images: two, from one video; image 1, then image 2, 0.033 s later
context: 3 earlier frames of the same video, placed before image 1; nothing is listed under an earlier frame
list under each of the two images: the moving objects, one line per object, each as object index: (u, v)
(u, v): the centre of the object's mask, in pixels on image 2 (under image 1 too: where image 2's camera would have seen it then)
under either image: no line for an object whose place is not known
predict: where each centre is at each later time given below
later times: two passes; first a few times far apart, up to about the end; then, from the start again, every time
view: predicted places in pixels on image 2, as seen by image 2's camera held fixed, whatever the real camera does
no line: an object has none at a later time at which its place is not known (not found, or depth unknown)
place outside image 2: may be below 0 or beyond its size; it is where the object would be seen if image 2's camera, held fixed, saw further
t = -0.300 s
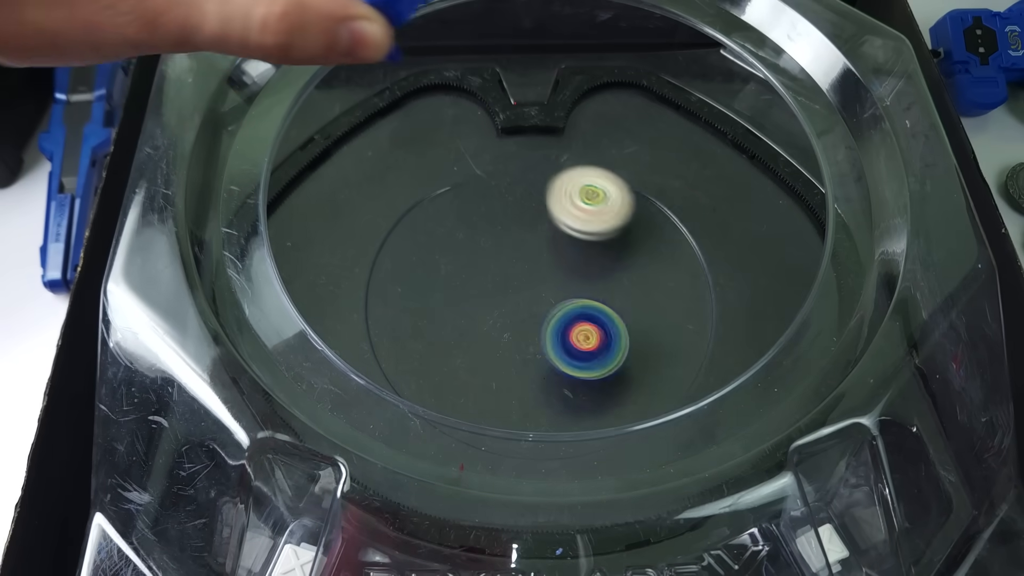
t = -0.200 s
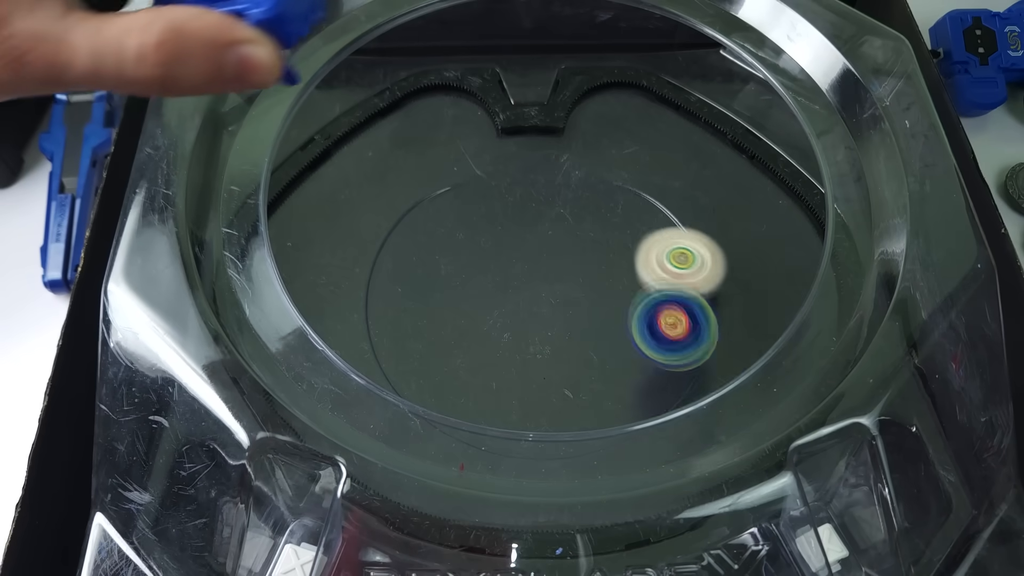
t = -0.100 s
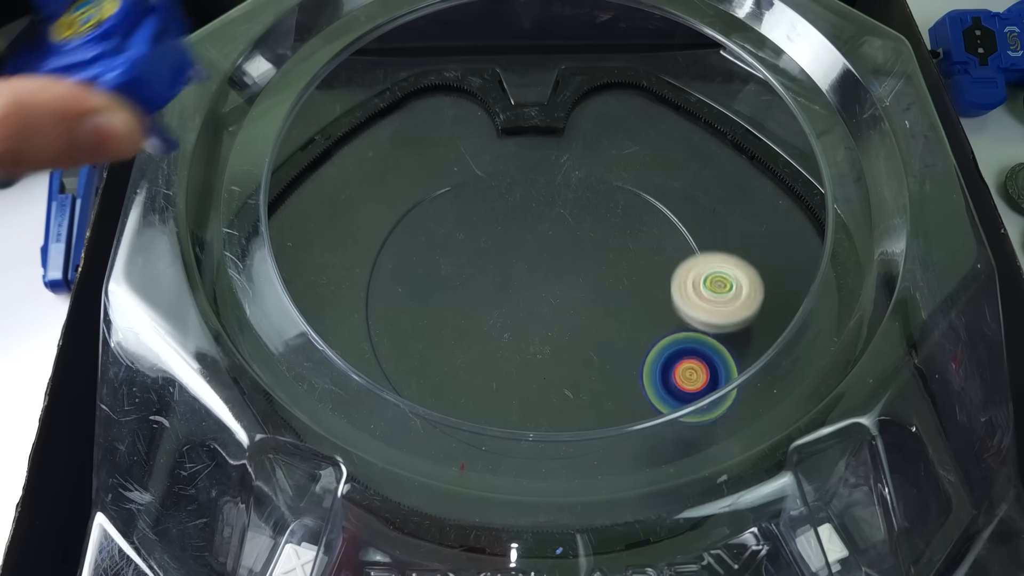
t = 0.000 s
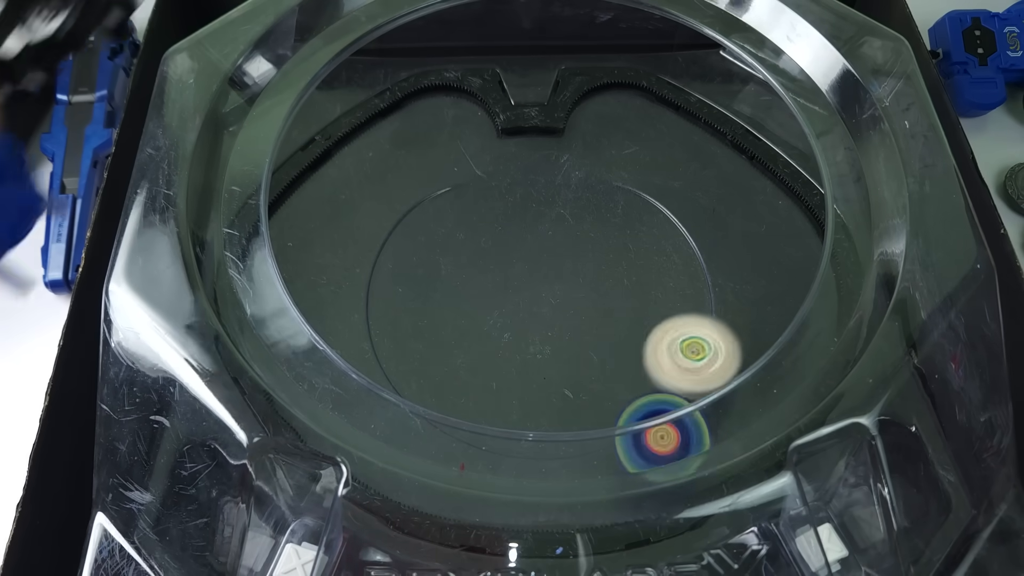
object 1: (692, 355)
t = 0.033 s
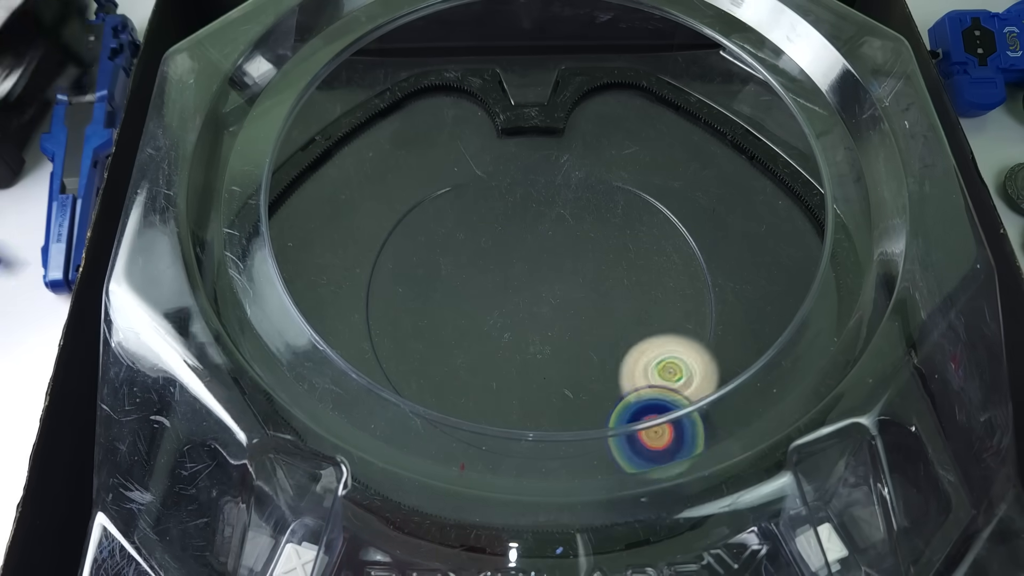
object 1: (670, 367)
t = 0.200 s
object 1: (516, 378)
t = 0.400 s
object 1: (464, 209)
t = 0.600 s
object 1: (544, 143)
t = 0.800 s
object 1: (525, 240)
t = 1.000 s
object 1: (506, 249)
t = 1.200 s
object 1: (534, 209)
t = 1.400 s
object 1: (561, 298)
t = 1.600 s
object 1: (434, 313)
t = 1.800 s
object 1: (429, 198)
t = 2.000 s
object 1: (603, 208)
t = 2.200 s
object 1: (680, 357)
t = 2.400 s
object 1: (682, 212)
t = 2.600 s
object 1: (451, 194)
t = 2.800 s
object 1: (613, 159)
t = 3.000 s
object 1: (694, 127)
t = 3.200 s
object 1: (716, 151)
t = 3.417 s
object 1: (729, 163)
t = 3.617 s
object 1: (681, 187)
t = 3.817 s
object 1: (595, 71)
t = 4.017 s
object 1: (672, 151)
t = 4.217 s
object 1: (789, 204)
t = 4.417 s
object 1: (804, 234)
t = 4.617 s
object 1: (769, 270)
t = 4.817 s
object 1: (703, 311)
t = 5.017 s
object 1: (625, 359)
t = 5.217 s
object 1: (547, 382)
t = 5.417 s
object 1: (469, 383)
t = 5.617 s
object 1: (403, 356)
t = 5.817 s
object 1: (400, 299)
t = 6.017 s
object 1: (454, 256)
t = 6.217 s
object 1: (516, 227)
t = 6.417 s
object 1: (580, 208)
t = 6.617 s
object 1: (642, 208)
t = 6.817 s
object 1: (668, 253)
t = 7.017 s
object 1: (625, 303)
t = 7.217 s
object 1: (561, 333)
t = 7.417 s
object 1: (494, 346)
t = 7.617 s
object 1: (432, 329)
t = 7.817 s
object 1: (437, 283)
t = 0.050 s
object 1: (658, 374)
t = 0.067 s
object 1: (645, 380)
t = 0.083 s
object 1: (631, 388)
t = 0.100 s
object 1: (617, 392)
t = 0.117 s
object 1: (603, 394)
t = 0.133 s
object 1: (585, 394)
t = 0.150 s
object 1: (566, 393)
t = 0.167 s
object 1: (547, 389)
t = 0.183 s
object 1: (531, 385)
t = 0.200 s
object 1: (516, 378)
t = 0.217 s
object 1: (503, 368)
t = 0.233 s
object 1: (490, 357)
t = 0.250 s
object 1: (478, 344)
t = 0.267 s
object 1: (470, 330)
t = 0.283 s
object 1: (462, 314)
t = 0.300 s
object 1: (457, 299)
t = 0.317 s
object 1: (455, 283)
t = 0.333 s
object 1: (455, 268)
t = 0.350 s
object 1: (457, 253)
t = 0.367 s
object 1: (460, 239)
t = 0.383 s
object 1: (465, 224)
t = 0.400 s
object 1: (464, 209)
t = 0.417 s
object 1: (464, 193)
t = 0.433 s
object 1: (464, 179)
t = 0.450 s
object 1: (467, 165)
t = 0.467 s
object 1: (471, 154)
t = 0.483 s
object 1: (477, 142)
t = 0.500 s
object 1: (483, 132)
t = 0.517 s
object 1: (491, 123)
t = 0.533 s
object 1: (500, 121)
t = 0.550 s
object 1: (511, 126)
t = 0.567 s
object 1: (521, 134)
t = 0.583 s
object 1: (533, 139)
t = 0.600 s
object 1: (544, 143)
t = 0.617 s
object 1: (555, 149)
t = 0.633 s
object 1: (551, 156)
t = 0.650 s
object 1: (545, 166)
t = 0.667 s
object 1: (540, 174)
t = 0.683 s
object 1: (536, 184)
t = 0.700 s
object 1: (532, 193)
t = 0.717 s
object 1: (530, 201)
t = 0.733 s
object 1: (527, 211)
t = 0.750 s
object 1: (526, 219)
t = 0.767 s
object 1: (525, 226)
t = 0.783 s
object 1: (525, 234)
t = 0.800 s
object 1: (525, 240)
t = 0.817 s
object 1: (525, 246)
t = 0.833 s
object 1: (524, 251)
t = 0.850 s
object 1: (524, 254)
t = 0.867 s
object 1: (523, 258)
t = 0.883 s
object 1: (522, 259)
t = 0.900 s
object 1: (521, 260)
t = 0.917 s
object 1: (519, 260)
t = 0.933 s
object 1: (517, 259)
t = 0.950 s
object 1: (514, 258)
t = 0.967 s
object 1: (512, 256)
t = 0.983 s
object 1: (509, 253)
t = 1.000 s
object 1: (506, 249)
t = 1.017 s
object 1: (503, 246)
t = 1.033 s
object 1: (501, 242)
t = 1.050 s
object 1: (500, 237)
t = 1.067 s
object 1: (500, 233)
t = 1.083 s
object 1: (501, 228)
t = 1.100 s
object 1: (502, 223)
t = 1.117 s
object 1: (505, 219)
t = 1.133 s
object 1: (510, 214)
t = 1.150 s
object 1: (515, 211)
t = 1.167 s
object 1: (520, 209)
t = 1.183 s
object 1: (527, 209)
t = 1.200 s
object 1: (534, 209)
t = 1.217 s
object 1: (541, 211)
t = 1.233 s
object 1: (548, 214)
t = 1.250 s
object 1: (555, 219)
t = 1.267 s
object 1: (560, 225)
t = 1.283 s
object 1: (566, 233)
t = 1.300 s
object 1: (569, 241)
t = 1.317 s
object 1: (572, 250)
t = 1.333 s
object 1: (572, 261)
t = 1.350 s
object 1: (571, 271)
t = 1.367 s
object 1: (569, 280)
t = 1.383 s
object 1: (566, 290)
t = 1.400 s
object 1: (561, 298)
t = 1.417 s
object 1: (555, 305)
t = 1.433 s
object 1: (548, 312)
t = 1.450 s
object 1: (538, 318)
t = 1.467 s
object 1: (529, 322)
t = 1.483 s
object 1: (518, 326)
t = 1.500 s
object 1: (506, 328)
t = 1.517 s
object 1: (494, 329)
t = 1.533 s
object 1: (481, 329)
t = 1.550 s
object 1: (469, 327)
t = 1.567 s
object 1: (457, 323)
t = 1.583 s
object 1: (445, 318)
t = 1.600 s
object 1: (434, 313)
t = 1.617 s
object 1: (425, 306)
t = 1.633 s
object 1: (418, 298)
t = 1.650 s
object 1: (412, 289)
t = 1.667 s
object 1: (407, 280)
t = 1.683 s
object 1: (403, 269)
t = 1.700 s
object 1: (401, 258)
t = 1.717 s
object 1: (401, 248)
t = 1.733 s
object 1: (403, 237)
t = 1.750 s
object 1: (407, 226)
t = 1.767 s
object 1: (412, 216)
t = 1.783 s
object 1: (420, 207)
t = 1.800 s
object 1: (429, 198)
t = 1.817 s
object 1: (440, 191)
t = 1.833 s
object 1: (453, 185)
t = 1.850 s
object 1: (466, 180)
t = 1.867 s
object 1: (480, 177)
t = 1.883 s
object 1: (496, 175)
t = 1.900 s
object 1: (512, 175)
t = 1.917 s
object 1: (528, 176)
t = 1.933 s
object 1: (544, 179)
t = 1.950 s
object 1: (560, 184)
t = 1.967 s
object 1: (575, 191)
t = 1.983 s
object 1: (590, 199)
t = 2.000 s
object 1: (603, 208)
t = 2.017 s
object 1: (616, 219)
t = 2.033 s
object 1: (627, 231)
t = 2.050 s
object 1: (638, 243)
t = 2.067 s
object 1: (646, 257)
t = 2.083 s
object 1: (652, 272)
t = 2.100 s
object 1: (657, 286)
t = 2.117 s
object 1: (659, 301)
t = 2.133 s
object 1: (660, 316)
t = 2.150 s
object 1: (658, 331)
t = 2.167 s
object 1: (655, 347)
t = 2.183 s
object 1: (651, 362)
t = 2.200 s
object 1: (680, 357)
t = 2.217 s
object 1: (727, 331)
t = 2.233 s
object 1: (773, 308)
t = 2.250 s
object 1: (814, 289)
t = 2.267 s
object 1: (860, 271)
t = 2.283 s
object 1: (868, 253)
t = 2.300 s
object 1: (845, 244)
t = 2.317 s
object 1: (813, 239)
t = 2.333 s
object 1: (781, 237)
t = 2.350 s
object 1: (756, 232)
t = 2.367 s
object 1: (732, 223)
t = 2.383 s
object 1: (707, 216)
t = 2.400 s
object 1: (682, 212)
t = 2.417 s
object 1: (658, 211)
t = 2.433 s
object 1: (633, 209)
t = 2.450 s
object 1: (610, 205)
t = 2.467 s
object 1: (587, 203)
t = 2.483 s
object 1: (566, 201)
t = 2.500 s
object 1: (546, 200)
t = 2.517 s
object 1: (526, 198)
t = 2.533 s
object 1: (508, 197)
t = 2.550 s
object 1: (491, 196)
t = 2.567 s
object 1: (475, 195)
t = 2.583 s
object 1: (462, 194)
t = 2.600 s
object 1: (451, 194)
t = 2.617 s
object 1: (455, 193)
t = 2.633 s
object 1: (474, 190)
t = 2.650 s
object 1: (493, 186)
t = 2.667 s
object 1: (510, 182)
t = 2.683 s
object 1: (527, 178)
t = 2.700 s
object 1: (542, 175)
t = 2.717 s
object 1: (557, 171)
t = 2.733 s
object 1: (570, 169)
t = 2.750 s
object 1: (582, 166)
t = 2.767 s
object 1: (593, 163)
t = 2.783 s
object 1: (604, 161)
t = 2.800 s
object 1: (613, 159)
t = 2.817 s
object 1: (622, 159)
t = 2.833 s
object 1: (630, 158)
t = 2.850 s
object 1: (638, 156)
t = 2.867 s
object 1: (645, 154)
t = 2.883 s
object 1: (652, 152)
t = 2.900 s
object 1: (659, 149)
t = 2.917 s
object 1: (665, 145)
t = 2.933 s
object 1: (671, 142)
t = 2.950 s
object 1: (676, 138)
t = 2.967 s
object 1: (683, 135)
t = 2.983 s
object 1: (688, 131)
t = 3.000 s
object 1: (694, 127)
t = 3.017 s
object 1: (700, 123)
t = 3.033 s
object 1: (706, 120)
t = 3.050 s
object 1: (712, 117)
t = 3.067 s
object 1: (713, 119)
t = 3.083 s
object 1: (713, 126)
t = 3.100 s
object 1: (713, 132)
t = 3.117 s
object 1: (713, 137)
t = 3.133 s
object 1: (713, 142)
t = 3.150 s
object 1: (714, 145)
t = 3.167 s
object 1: (714, 148)
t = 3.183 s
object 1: (715, 149)
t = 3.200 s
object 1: (716, 151)
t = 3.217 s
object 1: (718, 151)
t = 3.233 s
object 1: (720, 150)
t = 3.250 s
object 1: (722, 150)
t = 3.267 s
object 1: (725, 150)
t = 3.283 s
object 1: (727, 151)
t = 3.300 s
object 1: (728, 151)
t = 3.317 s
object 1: (730, 153)
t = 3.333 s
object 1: (731, 154)
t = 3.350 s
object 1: (731, 155)
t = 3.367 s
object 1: (732, 157)
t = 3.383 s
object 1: (731, 158)
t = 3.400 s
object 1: (730, 160)
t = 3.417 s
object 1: (729, 163)
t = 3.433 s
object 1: (727, 165)
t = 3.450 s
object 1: (725, 168)
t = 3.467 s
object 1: (722, 170)
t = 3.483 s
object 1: (719, 173)
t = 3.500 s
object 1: (716, 176)
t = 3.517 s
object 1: (713, 179)
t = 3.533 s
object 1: (709, 182)
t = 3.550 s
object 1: (705, 185)
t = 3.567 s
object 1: (701, 188)
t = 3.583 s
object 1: (696, 192)
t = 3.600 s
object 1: (691, 195)
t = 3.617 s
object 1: (681, 187)
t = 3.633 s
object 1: (664, 157)
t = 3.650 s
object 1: (648, 127)
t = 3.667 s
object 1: (633, 99)
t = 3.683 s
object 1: (621, 74)
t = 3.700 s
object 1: (615, 59)
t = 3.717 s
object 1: (613, 52)
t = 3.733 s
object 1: (610, 49)
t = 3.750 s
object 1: (607, 49)
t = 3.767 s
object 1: (604, 52)
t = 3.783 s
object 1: (601, 59)
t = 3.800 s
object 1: (597, 68)
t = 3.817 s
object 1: (595, 71)
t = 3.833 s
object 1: (593, 71)
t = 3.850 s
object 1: (591, 73)
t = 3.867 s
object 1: (590, 79)
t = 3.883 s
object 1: (587, 87)
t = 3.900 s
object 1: (587, 91)
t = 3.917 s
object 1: (586, 96)
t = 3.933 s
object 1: (586, 103)
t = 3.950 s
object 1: (597, 109)
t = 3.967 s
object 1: (617, 117)
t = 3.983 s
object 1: (635, 126)
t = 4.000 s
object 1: (653, 138)
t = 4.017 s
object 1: (672, 151)
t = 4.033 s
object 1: (688, 154)
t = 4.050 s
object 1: (704, 159)
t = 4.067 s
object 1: (719, 166)
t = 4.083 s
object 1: (733, 176)
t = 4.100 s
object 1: (746, 183)
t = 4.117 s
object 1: (756, 186)
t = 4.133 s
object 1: (766, 190)
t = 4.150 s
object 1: (774, 196)
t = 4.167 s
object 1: (780, 198)
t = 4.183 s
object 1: (784, 201)
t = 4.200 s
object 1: (786, 202)
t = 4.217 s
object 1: (789, 204)
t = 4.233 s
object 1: (790, 205)
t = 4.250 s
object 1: (796, 207)
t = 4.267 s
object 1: (799, 210)
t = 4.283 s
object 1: (794, 212)
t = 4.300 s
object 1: (795, 214)
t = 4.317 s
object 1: (796, 217)
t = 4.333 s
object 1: (804, 220)
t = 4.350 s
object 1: (807, 223)
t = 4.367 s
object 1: (805, 226)
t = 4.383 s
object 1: (807, 229)
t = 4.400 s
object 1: (805, 231)
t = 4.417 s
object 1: (804, 234)
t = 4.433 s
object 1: (794, 236)
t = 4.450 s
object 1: (801, 240)
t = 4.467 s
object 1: (792, 242)
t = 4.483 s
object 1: (791, 245)
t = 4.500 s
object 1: (789, 248)
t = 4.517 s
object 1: (787, 251)
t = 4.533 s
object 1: (784, 254)
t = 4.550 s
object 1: (783, 257)
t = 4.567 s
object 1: (779, 261)
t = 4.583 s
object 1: (776, 264)
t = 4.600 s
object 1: (773, 267)
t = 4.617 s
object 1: (769, 270)
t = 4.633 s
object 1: (764, 274)
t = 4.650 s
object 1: (760, 276)
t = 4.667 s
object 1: (754, 279)
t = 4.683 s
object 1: (750, 282)
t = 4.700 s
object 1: (744, 285)
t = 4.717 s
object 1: (739, 288)
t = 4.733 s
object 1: (733, 291)
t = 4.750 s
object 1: (728, 294)
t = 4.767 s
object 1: (722, 297)
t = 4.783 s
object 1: (716, 301)
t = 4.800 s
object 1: (710, 306)
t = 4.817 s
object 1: (703, 311)
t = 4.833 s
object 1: (696, 317)
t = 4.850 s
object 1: (689, 322)
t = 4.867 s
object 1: (682, 327)
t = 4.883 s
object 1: (675, 332)
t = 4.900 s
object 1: (669, 336)
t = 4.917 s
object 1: (663, 340)
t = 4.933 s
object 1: (656, 343)
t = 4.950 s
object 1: (650, 347)
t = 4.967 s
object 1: (644, 350)
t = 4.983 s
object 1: (638, 353)
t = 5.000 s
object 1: (631, 356)
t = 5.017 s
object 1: (625, 359)
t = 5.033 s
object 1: (618, 361)
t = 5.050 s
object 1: (612, 364)
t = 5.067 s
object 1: (605, 367)
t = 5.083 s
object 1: (599, 369)
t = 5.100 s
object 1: (593, 371)
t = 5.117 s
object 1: (586, 373)
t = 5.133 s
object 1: (580, 375)
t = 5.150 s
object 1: (574, 376)
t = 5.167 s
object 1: (567, 378)
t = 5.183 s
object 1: (560, 380)
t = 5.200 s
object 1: (554, 381)
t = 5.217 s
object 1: (547, 382)
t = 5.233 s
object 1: (541, 384)
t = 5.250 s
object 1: (534, 384)
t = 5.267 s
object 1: (528, 385)
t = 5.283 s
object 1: (521, 385)
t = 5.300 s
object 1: (515, 386)
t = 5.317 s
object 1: (508, 386)
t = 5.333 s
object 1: (502, 386)
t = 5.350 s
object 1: (495, 385)
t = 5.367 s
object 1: (489, 385)
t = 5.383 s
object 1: (482, 384)
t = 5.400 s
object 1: (476, 384)
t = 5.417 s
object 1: (469, 383)
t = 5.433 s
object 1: (463, 382)
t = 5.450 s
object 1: (457, 380)
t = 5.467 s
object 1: (450, 379)
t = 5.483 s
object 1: (444, 377)
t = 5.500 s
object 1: (439, 375)
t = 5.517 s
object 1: (433, 373)
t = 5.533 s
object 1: (427, 370)
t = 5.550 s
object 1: (421, 368)
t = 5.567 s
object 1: (416, 365)
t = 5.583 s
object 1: (412, 362)
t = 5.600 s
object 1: (407, 359)
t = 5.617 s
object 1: (403, 356)
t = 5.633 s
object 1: (399, 352)
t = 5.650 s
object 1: (396, 348)
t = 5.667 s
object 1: (393, 344)
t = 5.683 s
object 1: (391, 340)
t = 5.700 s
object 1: (390, 335)
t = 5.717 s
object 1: (391, 330)
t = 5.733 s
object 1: (391, 325)
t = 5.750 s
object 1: (392, 320)
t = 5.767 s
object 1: (393, 314)
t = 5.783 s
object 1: (395, 310)
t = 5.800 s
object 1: (397, 305)
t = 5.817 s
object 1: (400, 299)
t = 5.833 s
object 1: (403, 295)
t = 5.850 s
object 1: (407, 291)
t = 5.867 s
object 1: (411, 287)
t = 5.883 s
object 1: (416, 282)
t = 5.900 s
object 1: (420, 279)
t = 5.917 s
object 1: (424, 275)
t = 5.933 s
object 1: (429, 272)
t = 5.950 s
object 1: (434, 268)
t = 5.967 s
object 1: (439, 265)
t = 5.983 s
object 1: (444, 262)
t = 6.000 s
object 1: (449, 259)
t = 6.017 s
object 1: (454, 256)
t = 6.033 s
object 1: (459, 253)
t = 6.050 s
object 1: (465, 250)
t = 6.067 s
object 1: (469, 248)
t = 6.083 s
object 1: (475, 245)
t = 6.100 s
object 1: (480, 243)
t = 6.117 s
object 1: (485, 240)
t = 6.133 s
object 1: (490, 238)
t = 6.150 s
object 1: (496, 236)
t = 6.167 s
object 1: (501, 234)
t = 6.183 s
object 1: (506, 231)
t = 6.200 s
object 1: (511, 229)
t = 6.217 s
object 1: (516, 227)
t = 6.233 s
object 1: (521, 226)
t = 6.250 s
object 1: (527, 224)
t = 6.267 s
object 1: (532, 222)
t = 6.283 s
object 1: (538, 220)
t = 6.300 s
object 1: (543, 218)
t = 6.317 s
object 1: (548, 216)
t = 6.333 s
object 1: (553, 215)
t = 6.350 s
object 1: (558, 213)
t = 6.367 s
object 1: (563, 212)
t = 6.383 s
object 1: (569, 211)
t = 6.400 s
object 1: (574, 209)
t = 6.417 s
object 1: (580, 208)
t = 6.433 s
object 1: (585, 207)
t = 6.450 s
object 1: (590, 206)
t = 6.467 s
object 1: (595, 205)
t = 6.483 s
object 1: (601, 205)
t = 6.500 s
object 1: (606, 204)
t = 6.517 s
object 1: (611, 204)
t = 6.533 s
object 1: (616, 204)
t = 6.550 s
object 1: (622, 204)
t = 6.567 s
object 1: (627, 204)
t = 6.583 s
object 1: (632, 205)
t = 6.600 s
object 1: (637, 206)
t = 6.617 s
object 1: (642, 208)
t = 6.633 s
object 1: (646, 209)
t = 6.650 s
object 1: (651, 211)
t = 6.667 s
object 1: (655, 214)
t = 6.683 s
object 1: (659, 217)
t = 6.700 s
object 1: (662, 221)
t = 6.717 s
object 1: (665, 224)
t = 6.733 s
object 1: (667, 228)
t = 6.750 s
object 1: (669, 233)
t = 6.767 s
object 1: (670, 238)
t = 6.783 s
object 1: (670, 243)
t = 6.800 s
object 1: (669, 248)
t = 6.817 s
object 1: (668, 253)
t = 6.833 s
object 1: (666, 258)
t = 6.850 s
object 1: (665, 263)
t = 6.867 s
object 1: (662, 267)
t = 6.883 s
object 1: (659, 272)
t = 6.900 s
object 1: (656, 276)
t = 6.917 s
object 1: (652, 280)
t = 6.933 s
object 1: (648, 285)
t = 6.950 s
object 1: (644, 289)
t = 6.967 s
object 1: (639, 292)
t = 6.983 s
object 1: (634, 296)
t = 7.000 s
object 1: (629, 300)
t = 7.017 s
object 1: (625, 303)
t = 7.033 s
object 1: (619, 306)
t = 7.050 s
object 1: (615, 310)
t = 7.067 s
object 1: (609, 312)
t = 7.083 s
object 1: (604, 315)
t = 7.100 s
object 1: (599, 318)
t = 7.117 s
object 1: (594, 320)
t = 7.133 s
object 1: (588, 322)
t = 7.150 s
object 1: (583, 325)
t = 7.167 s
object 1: (577, 327)
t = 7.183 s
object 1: (572, 329)
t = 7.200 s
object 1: (567, 331)
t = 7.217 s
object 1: (561, 333)
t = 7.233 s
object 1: (556, 335)
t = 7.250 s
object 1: (550, 337)
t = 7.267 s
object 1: (544, 338)
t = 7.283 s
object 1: (539, 339)
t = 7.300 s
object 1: (533, 340)
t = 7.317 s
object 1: (528, 342)
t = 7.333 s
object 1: (522, 342)
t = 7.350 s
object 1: (516, 344)
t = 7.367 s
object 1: (511, 344)
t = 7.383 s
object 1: (505, 345)
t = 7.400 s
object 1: (499, 345)
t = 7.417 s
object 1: (494, 346)
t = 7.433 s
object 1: (488, 345)
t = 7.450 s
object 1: (482, 345)
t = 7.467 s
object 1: (477, 345)
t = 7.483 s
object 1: (471, 345)
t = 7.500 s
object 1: (466, 344)
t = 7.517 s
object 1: (460, 342)
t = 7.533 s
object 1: (455, 341)
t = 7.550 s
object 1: (449, 339)
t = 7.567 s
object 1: (445, 337)
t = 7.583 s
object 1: (440, 335)
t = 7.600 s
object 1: (436, 332)
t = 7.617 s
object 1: (432, 329)
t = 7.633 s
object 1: (429, 326)
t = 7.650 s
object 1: (426, 322)
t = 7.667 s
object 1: (424, 318)
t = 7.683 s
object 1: (423, 314)
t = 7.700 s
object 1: (422, 310)
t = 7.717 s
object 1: (422, 306)
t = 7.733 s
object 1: (423, 302)
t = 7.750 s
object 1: (425, 298)
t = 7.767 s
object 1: (426, 294)
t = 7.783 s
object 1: (429, 290)
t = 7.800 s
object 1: (432, 287)
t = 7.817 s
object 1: (437, 283)
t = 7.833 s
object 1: (440, 280)
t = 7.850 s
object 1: (445, 278)
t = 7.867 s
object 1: (449, 275)
